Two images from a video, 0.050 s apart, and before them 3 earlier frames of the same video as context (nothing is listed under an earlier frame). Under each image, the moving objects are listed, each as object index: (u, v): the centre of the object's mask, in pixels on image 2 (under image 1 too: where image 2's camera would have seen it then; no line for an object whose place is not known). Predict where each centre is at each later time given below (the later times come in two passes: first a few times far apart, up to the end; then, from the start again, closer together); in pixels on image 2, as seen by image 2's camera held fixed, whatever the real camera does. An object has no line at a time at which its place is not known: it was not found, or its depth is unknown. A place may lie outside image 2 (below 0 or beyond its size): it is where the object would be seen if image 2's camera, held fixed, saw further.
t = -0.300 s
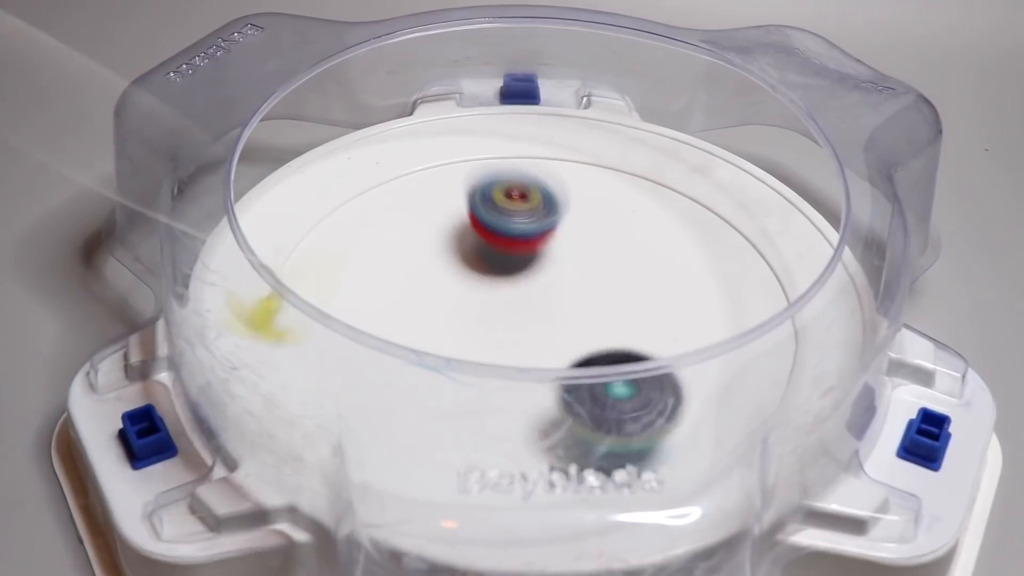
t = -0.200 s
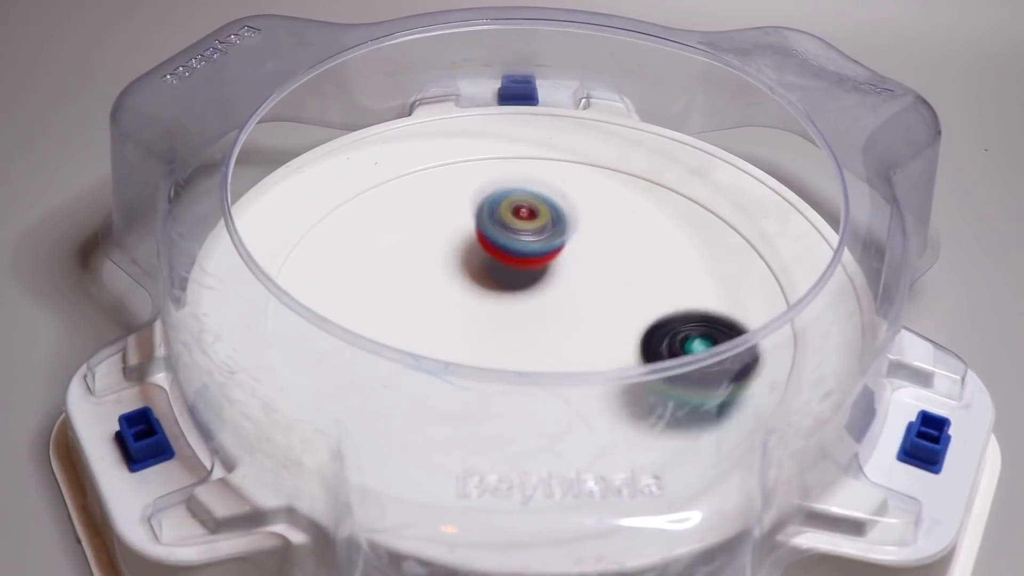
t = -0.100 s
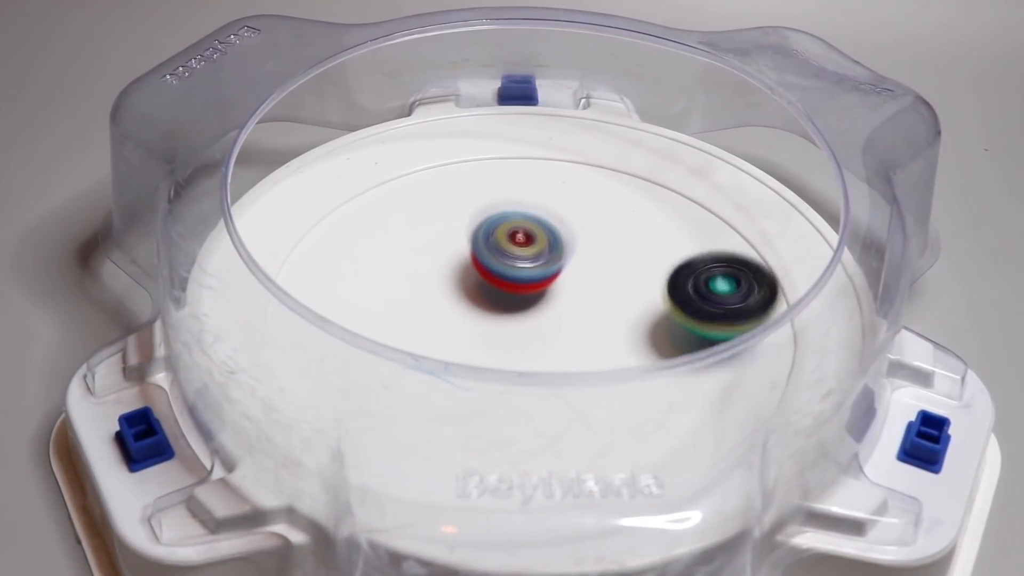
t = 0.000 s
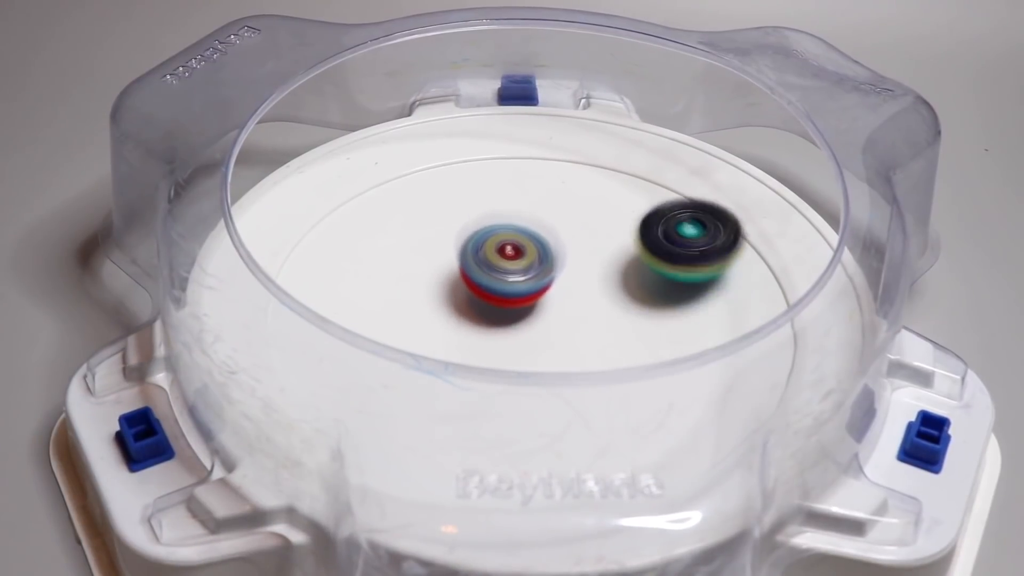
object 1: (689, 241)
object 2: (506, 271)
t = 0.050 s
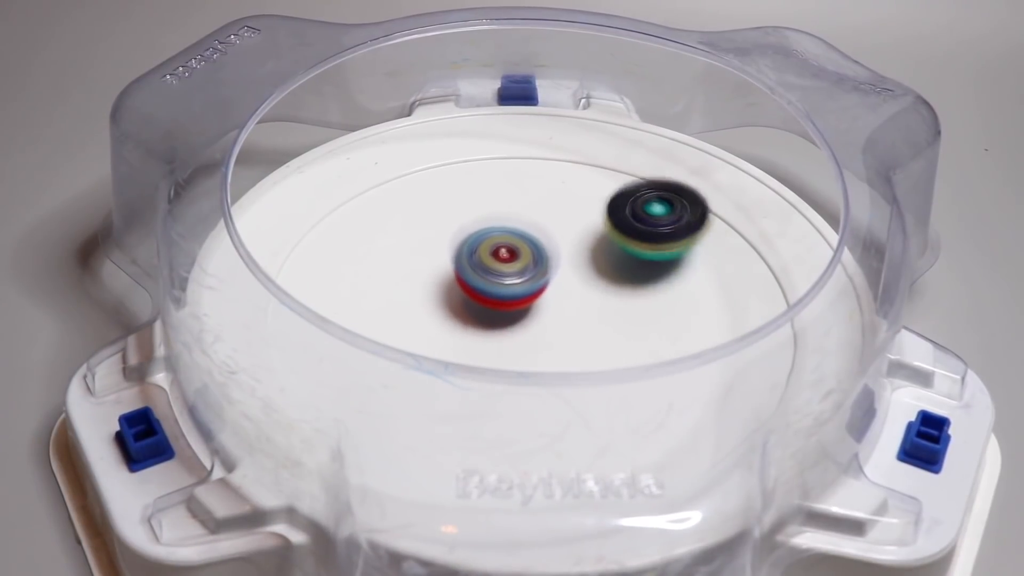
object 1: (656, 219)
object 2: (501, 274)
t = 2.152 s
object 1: (650, 308)
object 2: (338, 276)
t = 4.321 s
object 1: (630, 360)
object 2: (434, 376)
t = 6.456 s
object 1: (403, 302)
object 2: (537, 316)
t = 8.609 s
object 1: (546, 275)
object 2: (557, 416)
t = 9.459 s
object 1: (587, 281)
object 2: (408, 347)
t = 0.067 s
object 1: (644, 214)
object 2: (500, 274)
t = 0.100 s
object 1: (618, 206)
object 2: (499, 272)
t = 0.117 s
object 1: (603, 203)
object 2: (499, 271)
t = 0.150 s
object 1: (575, 201)
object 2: (500, 270)
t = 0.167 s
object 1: (563, 198)
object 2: (496, 271)
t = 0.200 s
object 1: (544, 193)
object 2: (482, 278)
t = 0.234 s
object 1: (524, 188)
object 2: (473, 287)
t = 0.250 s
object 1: (514, 188)
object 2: (471, 293)
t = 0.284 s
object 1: (493, 190)
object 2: (469, 306)
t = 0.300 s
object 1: (483, 193)
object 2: (472, 311)
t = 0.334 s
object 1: (463, 203)
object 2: (482, 321)
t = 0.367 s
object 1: (444, 216)
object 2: (499, 330)
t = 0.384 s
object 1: (436, 221)
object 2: (509, 333)
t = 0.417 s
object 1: (422, 238)
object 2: (532, 348)
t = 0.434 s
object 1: (417, 245)
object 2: (545, 351)
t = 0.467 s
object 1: (410, 264)
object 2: (572, 351)
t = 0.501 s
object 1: (408, 283)
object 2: (602, 336)
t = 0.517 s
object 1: (408, 296)
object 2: (615, 333)
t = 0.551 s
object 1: (415, 309)
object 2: (639, 325)
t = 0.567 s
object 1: (422, 314)
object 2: (648, 319)
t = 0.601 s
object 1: (437, 326)
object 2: (662, 307)
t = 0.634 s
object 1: (455, 347)
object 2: (669, 287)
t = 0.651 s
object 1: (465, 356)
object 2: (669, 277)
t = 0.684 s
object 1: (489, 367)
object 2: (666, 256)
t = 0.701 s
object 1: (501, 371)
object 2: (660, 246)
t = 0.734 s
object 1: (527, 375)
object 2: (646, 227)
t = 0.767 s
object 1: (556, 375)
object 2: (624, 211)
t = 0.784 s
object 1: (570, 375)
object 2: (612, 203)
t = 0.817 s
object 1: (595, 374)
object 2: (584, 193)
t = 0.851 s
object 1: (619, 370)
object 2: (554, 187)
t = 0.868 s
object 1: (630, 364)
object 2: (539, 185)
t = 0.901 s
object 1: (648, 352)
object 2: (508, 185)
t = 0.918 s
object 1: (656, 347)
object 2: (493, 187)
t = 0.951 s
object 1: (667, 327)
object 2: (463, 194)
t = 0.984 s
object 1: (678, 318)
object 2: (436, 203)
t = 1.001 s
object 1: (681, 313)
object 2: (423, 210)
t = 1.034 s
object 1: (684, 301)
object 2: (401, 225)
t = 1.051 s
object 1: (683, 294)
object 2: (392, 234)
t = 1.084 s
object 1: (678, 279)
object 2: (378, 252)
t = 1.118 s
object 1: (668, 265)
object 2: (369, 274)
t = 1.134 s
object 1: (662, 259)
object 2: (368, 283)
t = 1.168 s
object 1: (647, 248)
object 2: (371, 298)
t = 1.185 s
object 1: (638, 242)
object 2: (376, 305)
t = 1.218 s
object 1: (618, 234)
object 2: (383, 334)
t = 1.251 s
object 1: (597, 229)
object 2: (398, 349)
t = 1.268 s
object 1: (586, 227)
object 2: (405, 366)
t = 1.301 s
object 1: (562, 225)
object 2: (428, 378)
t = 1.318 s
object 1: (551, 224)
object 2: (441, 389)
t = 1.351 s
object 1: (528, 226)
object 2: (465, 404)
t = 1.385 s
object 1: (505, 230)
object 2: (491, 420)
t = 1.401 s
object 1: (495, 233)
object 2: (506, 422)
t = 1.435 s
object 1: (475, 240)
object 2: (538, 424)
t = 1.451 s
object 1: (465, 244)
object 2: (553, 424)
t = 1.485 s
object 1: (448, 254)
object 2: (586, 421)
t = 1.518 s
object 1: (435, 265)
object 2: (621, 400)
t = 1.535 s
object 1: (429, 272)
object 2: (634, 395)
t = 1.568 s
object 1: (420, 285)
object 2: (659, 383)
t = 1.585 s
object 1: (417, 292)
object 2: (673, 375)
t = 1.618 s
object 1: (413, 306)
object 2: (694, 345)
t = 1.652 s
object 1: (416, 315)
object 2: (704, 315)
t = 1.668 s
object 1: (419, 320)
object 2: (709, 307)
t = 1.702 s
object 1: (426, 340)
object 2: (707, 290)
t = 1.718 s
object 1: (430, 353)
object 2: (703, 278)
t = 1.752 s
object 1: (444, 362)
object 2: (688, 256)
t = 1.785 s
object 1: (461, 382)
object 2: (666, 237)
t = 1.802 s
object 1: (471, 383)
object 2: (654, 228)
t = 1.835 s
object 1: (496, 390)
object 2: (623, 214)
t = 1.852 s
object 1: (508, 394)
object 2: (606, 208)
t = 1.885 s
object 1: (533, 395)
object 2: (570, 201)
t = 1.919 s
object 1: (559, 393)
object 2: (531, 199)
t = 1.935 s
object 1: (571, 391)
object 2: (512, 199)
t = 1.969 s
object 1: (594, 388)
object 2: (474, 203)
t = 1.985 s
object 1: (606, 372)
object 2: (456, 207)
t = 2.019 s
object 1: (623, 365)
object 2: (421, 217)
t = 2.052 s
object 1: (637, 350)
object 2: (390, 230)
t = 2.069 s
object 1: (640, 334)
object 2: (377, 238)
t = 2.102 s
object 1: (647, 325)
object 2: (355, 254)
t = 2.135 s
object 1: (650, 315)
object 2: (341, 271)
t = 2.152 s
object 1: (650, 308)
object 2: (338, 276)
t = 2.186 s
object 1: (645, 291)
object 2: (339, 288)
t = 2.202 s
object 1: (642, 284)
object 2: (333, 309)
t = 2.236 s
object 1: (632, 270)
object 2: (340, 327)
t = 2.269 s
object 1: (619, 257)
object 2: (347, 350)
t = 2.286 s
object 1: (611, 252)
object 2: (354, 359)
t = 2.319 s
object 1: (595, 242)
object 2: (372, 379)
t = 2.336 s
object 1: (586, 237)
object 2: (381, 394)
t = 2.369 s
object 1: (567, 230)
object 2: (413, 406)
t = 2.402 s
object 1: (547, 225)
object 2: (449, 417)
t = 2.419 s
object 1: (537, 222)
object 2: (471, 421)
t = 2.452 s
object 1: (517, 220)
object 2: (513, 427)
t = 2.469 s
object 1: (507, 219)
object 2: (535, 428)
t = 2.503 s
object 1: (487, 220)
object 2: (580, 427)
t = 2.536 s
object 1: (467, 222)
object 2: (618, 426)
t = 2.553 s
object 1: (458, 224)
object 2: (641, 417)
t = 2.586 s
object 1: (440, 230)
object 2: (671, 392)
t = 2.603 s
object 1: (432, 233)
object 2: (682, 379)
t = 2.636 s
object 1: (417, 242)
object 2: (694, 353)
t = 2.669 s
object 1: (406, 253)
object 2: (699, 318)
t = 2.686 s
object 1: (401, 259)
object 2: (702, 310)
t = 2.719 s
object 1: (395, 273)
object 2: (694, 292)
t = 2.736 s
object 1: (393, 280)
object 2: (687, 280)
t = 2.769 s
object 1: (393, 296)
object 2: (669, 258)
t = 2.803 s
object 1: (400, 307)
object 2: (646, 237)
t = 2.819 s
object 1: (406, 312)
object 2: (631, 230)
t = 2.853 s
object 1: (420, 322)
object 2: (601, 215)
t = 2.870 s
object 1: (429, 327)
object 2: (584, 209)
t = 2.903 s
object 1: (447, 347)
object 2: (549, 200)
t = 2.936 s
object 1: (468, 359)
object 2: (515, 196)
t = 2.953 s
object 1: (480, 363)
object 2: (497, 195)
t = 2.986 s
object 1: (505, 365)
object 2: (463, 195)
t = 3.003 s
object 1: (518, 367)
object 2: (446, 197)
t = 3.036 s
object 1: (543, 366)
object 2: (415, 203)
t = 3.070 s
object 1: (567, 361)
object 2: (389, 213)
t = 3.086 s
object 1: (579, 357)
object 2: (377, 218)
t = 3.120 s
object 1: (599, 351)
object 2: (356, 233)
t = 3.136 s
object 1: (607, 338)
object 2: (348, 241)
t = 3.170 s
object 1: (622, 332)
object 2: (335, 260)
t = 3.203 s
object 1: (636, 324)
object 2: (331, 275)
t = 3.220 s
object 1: (642, 320)
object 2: (332, 282)
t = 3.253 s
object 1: (650, 310)
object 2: (327, 318)
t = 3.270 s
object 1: (653, 304)
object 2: (329, 335)
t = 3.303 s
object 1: (654, 289)
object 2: (346, 360)
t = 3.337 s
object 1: (653, 275)
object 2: (368, 391)
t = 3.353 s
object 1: (651, 268)
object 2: (385, 400)
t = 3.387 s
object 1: (646, 255)
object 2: (423, 415)
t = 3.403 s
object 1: (641, 249)
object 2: (444, 421)
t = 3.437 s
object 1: (630, 238)
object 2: (491, 424)
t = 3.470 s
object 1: (616, 228)
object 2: (532, 429)
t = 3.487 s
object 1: (608, 225)
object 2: (553, 427)
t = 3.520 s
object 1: (592, 218)
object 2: (596, 423)
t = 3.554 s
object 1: (573, 213)
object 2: (633, 397)
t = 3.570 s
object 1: (563, 211)
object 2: (643, 390)
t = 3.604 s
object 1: (543, 210)
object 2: (662, 362)
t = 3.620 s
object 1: (533, 211)
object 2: (675, 347)
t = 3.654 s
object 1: (513, 214)
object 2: (685, 318)
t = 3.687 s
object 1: (494, 219)
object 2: (687, 302)
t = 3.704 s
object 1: (485, 224)
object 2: (685, 290)
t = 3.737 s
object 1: (469, 231)
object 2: (675, 267)
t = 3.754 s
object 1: (461, 237)
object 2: (668, 256)
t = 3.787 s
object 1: (449, 248)
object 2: (650, 236)
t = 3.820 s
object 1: (440, 261)
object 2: (627, 219)
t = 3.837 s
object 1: (436, 268)
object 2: (614, 212)
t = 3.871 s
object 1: (432, 282)
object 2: (585, 201)
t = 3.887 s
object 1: (431, 289)
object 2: (571, 196)
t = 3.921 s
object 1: (432, 306)
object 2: (539, 190)
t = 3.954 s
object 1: (438, 316)
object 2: (508, 188)
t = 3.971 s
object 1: (443, 320)
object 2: (493, 189)
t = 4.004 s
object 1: (453, 329)
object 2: (462, 194)
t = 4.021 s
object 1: (460, 333)
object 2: (448, 198)
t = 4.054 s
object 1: (473, 354)
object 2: (421, 208)
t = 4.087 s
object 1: (491, 365)
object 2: (399, 224)
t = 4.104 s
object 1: (500, 369)
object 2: (390, 232)
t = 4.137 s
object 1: (519, 374)
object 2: (375, 252)
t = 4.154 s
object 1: (530, 375)
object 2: (370, 263)
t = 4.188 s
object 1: (551, 375)
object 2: (368, 284)
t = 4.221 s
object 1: (572, 374)
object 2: (375, 301)
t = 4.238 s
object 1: (583, 374)
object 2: (382, 310)
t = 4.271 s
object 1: (604, 373)
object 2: (394, 345)
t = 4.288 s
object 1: (614, 369)
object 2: (408, 353)
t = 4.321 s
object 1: (630, 360)
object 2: (434, 376)
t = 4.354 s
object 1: (644, 347)
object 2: (467, 392)
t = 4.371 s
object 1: (647, 335)
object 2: (485, 398)
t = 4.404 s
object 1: (658, 327)
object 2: (526, 400)
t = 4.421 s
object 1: (660, 323)
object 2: (545, 400)
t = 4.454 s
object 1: (664, 314)
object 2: (582, 396)
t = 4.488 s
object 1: (663, 301)
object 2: (618, 386)
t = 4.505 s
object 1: (663, 293)
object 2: (626, 384)
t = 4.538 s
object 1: (659, 275)
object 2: (640, 365)
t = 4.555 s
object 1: (657, 266)
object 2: (649, 365)
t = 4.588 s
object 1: (649, 252)
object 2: (658, 352)
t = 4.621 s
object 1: (637, 240)
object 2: (667, 327)
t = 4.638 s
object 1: (630, 235)
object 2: (670, 323)
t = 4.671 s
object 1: (615, 226)
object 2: (670, 314)
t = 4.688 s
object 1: (607, 222)
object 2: (667, 311)
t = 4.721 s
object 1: (590, 217)
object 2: (658, 305)
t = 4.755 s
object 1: (572, 212)
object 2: (650, 295)
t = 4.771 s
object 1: (563, 214)
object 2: (644, 291)
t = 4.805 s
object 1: (544, 211)
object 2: (631, 284)
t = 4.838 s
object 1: (525, 211)
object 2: (617, 279)
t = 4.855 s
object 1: (517, 210)
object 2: (609, 277)
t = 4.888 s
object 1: (498, 212)
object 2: (594, 274)
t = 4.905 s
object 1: (489, 215)
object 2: (586, 273)
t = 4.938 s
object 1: (472, 218)
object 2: (571, 273)
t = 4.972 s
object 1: (453, 224)
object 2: (559, 276)
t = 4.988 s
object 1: (445, 225)
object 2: (552, 277)
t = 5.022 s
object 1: (431, 232)
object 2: (540, 281)
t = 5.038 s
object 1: (424, 236)
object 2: (534, 283)
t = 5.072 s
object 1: (412, 246)
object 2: (524, 288)
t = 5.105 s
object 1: (402, 255)
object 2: (516, 295)
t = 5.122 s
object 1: (397, 261)
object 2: (513, 298)
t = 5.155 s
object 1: (391, 272)
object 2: (508, 305)
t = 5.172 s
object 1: (389, 278)
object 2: (507, 309)
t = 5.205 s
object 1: (383, 291)
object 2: (510, 317)
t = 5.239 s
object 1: (382, 298)
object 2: (514, 323)
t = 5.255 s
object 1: (383, 302)
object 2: (517, 326)
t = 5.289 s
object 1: (389, 311)
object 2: (521, 330)
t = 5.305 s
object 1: (393, 315)
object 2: (524, 332)
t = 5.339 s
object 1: (400, 335)
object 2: (531, 335)
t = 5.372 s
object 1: (413, 347)
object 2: (538, 338)
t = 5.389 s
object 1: (422, 355)
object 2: (543, 339)
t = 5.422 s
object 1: (436, 360)
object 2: (555, 340)
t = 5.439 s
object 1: (444, 362)
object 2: (560, 352)
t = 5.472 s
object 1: (458, 381)
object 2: (574, 352)
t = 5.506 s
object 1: (477, 369)
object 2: (591, 349)
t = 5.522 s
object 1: (487, 371)
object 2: (600, 338)
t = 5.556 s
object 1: (505, 372)
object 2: (612, 335)
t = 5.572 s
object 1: (515, 372)
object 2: (617, 333)
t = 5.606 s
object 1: (528, 367)
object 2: (633, 328)
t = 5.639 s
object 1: (537, 359)
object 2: (651, 321)
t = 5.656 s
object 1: (542, 345)
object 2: (657, 316)
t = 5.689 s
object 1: (549, 340)
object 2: (664, 309)
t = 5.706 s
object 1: (554, 337)
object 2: (665, 307)
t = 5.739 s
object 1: (559, 330)
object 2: (667, 299)
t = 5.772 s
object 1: (563, 320)
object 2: (667, 291)
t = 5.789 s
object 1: (563, 316)
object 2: (666, 287)
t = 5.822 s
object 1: (563, 301)
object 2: (664, 280)
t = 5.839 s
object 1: (554, 296)
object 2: (669, 274)
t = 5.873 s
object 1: (541, 286)
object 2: (675, 263)
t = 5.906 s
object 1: (530, 276)
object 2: (676, 253)
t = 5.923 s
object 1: (524, 272)
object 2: (674, 247)
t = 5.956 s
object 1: (513, 263)
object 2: (670, 238)
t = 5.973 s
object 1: (507, 260)
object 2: (666, 234)
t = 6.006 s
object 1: (496, 253)
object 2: (657, 227)
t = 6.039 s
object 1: (483, 246)
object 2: (645, 221)
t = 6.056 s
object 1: (477, 244)
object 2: (639, 218)
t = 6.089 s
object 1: (465, 239)
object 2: (623, 217)
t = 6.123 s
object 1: (452, 236)
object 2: (606, 218)
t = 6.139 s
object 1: (446, 235)
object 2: (598, 219)
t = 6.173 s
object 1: (434, 235)
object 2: (581, 224)
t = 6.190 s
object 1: (428, 236)
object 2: (573, 226)
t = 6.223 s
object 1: (418, 239)
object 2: (558, 234)
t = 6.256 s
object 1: (410, 244)
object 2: (544, 244)
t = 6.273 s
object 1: (408, 248)
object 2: (538, 249)
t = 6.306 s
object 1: (406, 257)
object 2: (527, 260)
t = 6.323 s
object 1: (408, 263)
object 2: (522, 266)
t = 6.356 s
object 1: (406, 272)
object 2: (520, 279)
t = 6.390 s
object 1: (398, 282)
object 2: (528, 291)
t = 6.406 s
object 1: (397, 287)
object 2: (531, 298)
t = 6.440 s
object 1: (399, 297)
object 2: (535, 310)
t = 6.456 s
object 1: (403, 302)
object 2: (537, 316)
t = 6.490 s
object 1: (412, 309)
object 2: (543, 323)
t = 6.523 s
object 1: (428, 317)
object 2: (549, 329)
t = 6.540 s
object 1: (432, 319)
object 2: (554, 332)
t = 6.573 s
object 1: (442, 323)
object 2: (572, 337)
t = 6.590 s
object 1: (446, 325)
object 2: (577, 350)
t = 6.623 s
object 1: (460, 328)
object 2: (594, 352)
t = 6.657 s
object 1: (474, 330)
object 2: (602, 363)
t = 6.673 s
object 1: (483, 330)
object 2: (607, 366)
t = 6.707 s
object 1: (497, 330)
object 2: (616, 369)
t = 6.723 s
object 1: (505, 329)
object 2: (625, 367)
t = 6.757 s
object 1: (516, 325)
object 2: (636, 367)
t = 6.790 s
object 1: (526, 317)
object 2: (649, 380)
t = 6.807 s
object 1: (531, 312)
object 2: (651, 381)
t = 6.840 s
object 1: (537, 303)
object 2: (663, 378)
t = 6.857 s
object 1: (541, 298)
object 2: (666, 377)
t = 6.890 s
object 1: (544, 288)
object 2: (673, 376)
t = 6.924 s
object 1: (546, 279)
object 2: (677, 358)
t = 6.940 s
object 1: (546, 274)
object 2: (677, 358)
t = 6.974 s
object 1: (546, 265)
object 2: (679, 357)
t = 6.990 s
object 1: (545, 261)
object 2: (679, 357)
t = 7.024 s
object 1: (543, 252)
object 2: (681, 358)
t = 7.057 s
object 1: (539, 245)
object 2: (676, 352)
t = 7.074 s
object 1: (536, 241)
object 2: (672, 352)
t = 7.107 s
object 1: (531, 234)
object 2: (663, 347)
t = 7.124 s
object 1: (527, 231)
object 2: (658, 344)
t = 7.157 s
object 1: (520, 227)
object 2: (643, 345)
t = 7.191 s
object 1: (511, 224)
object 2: (631, 334)
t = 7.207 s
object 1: (506, 224)
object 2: (623, 334)
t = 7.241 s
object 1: (497, 225)
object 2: (606, 333)
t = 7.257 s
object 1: (492, 226)
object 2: (598, 334)
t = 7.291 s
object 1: (485, 232)
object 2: (582, 333)
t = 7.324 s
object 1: (480, 240)
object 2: (565, 332)
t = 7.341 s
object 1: (478, 246)
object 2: (558, 333)
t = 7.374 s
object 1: (477, 256)
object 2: (543, 333)
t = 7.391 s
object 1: (477, 253)
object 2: (539, 338)
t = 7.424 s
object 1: (470, 240)
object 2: (529, 367)
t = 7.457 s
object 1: (464, 231)
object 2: (521, 388)
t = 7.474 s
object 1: (463, 225)
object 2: (515, 395)
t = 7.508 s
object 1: (460, 219)
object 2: (506, 419)
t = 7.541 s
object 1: (456, 214)
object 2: (504, 426)
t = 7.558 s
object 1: (454, 212)
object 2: (507, 430)
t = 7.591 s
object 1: (451, 211)
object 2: (516, 436)
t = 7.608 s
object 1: (448, 210)
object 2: (523, 439)
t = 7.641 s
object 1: (444, 209)
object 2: (543, 443)
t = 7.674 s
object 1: (441, 213)
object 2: (566, 444)
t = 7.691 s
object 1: (441, 215)
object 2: (580, 443)
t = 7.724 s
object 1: (442, 220)
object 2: (605, 438)
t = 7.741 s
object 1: (444, 224)
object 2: (615, 434)
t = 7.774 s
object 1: (451, 233)
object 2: (626, 425)
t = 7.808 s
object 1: (461, 241)
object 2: (632, 411)
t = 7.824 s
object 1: (467, 245)
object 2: (626, 392)
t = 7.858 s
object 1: (479, 253)
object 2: (611, 368)
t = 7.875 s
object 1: (487, 257)
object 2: (606, 353)
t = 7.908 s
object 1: (500, 263)
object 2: (590, 329)
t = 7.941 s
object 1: (491, 248)
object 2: (594, 328)
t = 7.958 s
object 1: (485, 241)
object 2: (597, 330)
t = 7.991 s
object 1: (476, 223)
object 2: (597, 333)
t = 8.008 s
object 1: (471, 218)
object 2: (596, 334)
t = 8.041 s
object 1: (463, 209)
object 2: (593, 338)
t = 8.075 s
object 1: (455, 203)
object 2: (589, 351)
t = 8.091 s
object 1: (451, 201)
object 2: (588, 354)
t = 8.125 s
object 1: (443, 201)
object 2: (585, 358)
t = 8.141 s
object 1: (441, 199)
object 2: (584, 359)
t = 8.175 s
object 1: (433, 200)
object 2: (581, 361)
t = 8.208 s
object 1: (427, 205)
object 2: (578, 362)
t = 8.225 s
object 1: (427, 208)
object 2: (576, 362)
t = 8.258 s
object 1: (429, 218)
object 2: (573, 361)
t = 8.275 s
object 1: (431, 224)
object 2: (571, 361)
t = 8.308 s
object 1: (437, 235)
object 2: (565, 359)
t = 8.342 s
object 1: (446, 246)
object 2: (560, 357)
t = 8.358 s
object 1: (452, 249)
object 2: (556, 356)
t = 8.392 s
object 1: (464, 261)
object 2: (549, 353)
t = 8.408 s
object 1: (471, 264)
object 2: (544, 353)
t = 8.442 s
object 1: (483, 271)
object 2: (536, 352)
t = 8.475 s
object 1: (494, 270)
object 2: (530, 366)
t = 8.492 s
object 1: (500, 269)
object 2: (528, 372)
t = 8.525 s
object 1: (512, 270)
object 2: (528, 388)
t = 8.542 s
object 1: (520, 271)
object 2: (531, 392)
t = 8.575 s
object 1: (533, 272)
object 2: (542, 401)
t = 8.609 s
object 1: (546, 275)
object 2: (557, 416)
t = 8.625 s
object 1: (552, 275)
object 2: (566, 418)
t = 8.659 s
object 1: (565, 278)
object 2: (582, 418)
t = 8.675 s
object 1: (571, 281)
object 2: (590, 418)
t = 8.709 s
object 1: (583, 282)
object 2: (604, 415)
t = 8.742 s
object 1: (595, 285)
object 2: (610, 398)
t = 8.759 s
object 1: (601, 286)
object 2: (614, 393)
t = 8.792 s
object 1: (612, 286)
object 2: (610, 387)
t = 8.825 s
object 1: (626, 281)
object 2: (601, 371)
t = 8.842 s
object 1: (633, 275)
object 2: (593, 388)
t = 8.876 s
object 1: (646, 264)
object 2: (572, 396)
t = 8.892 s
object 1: (653, 259)
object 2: (565, 397)
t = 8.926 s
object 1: (661, 254)
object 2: (546, 415)
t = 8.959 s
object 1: (667, 250)
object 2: (529, 419)
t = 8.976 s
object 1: (668, 247)
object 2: (523, 423)
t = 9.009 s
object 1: (670, 244)
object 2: (511, 426)
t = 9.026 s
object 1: (671, 240)
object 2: (506, 428)
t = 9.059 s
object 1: (668, 238)
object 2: (499, 432)
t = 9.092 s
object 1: (660, 237)
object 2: (495, 436)
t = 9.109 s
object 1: (654, 238)
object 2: (495, 438)
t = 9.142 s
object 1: (643, 241)
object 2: (498, 440)
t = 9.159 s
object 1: (638, 244)
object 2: (501, 439)
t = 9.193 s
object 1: (627, 249)
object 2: (508, 438)
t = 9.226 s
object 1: (616, 255)
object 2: (513, 434)
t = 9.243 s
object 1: (610, 259)
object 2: (513, 432)
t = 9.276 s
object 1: (599, 266)
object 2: (514, 427)
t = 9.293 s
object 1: (594, 269)
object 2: (512, 426)
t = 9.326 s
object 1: (584, 276)
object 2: (509, 414)
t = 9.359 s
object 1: (574, 282)
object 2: (502, 387)
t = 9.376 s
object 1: (568, 285)
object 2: (498, 369)
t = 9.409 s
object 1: (559, 290)
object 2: (489, 342)
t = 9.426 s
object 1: (565, 289)
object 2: (465, 341)
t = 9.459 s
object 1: (587, 281)
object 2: (408, 347)
